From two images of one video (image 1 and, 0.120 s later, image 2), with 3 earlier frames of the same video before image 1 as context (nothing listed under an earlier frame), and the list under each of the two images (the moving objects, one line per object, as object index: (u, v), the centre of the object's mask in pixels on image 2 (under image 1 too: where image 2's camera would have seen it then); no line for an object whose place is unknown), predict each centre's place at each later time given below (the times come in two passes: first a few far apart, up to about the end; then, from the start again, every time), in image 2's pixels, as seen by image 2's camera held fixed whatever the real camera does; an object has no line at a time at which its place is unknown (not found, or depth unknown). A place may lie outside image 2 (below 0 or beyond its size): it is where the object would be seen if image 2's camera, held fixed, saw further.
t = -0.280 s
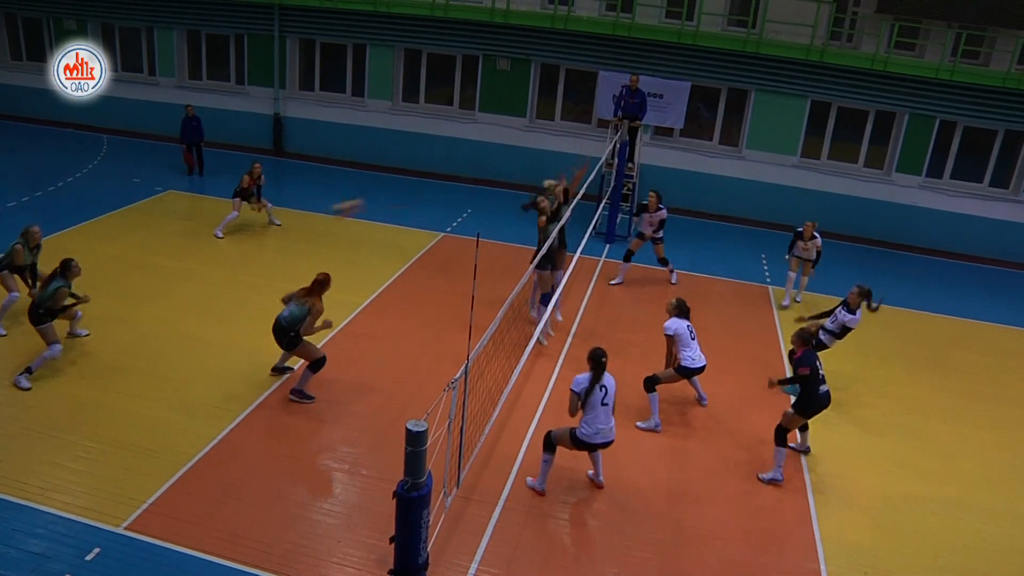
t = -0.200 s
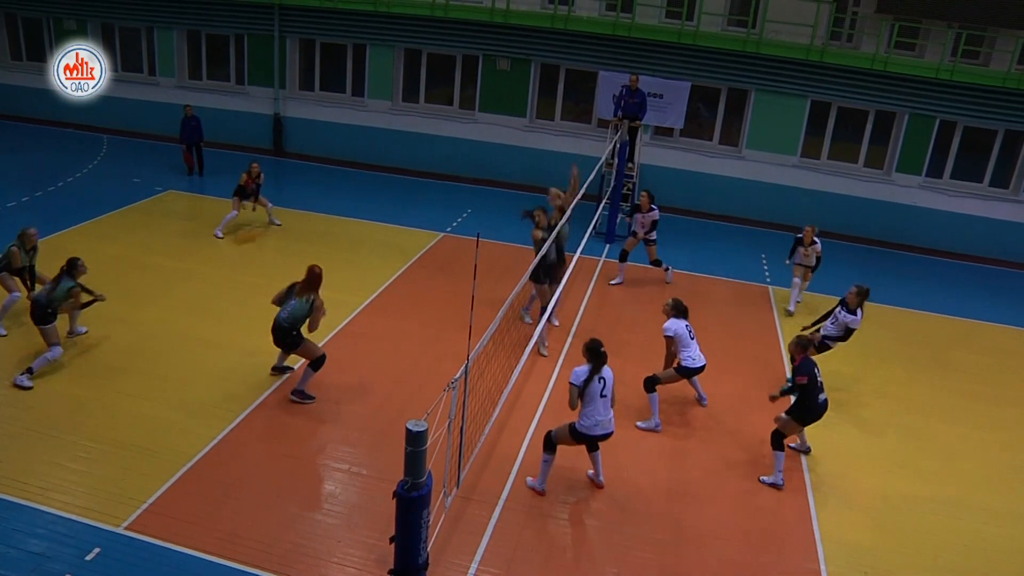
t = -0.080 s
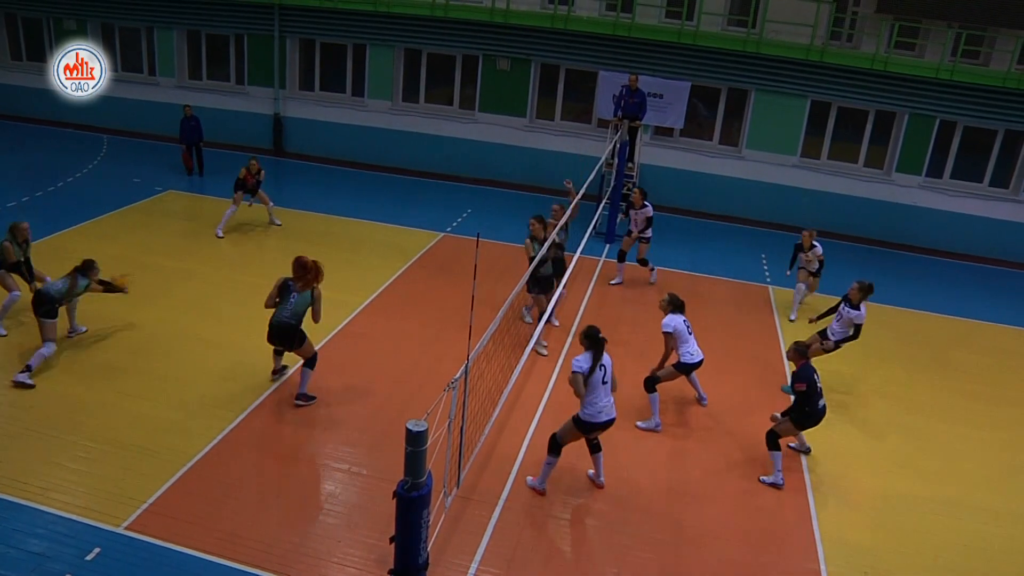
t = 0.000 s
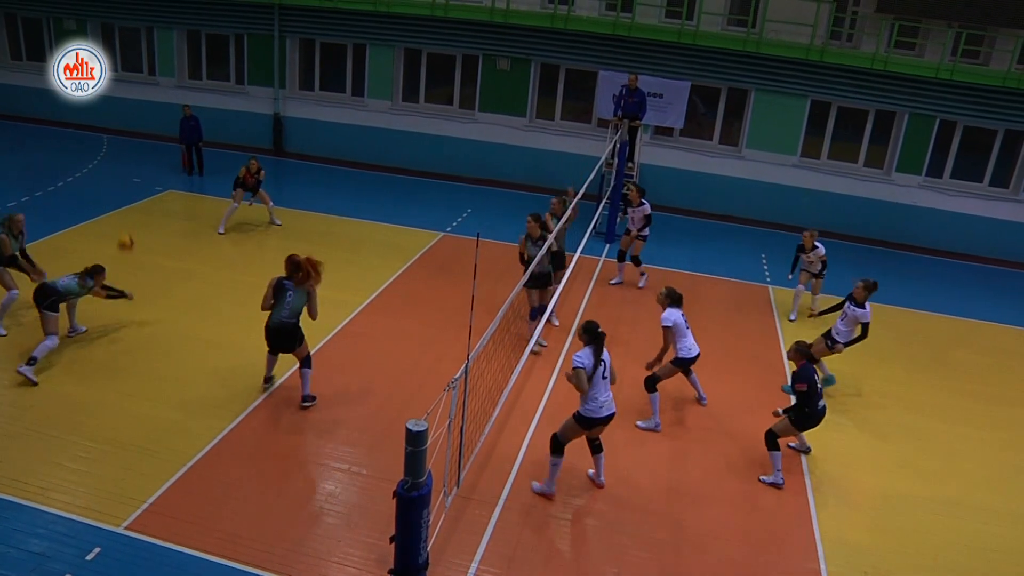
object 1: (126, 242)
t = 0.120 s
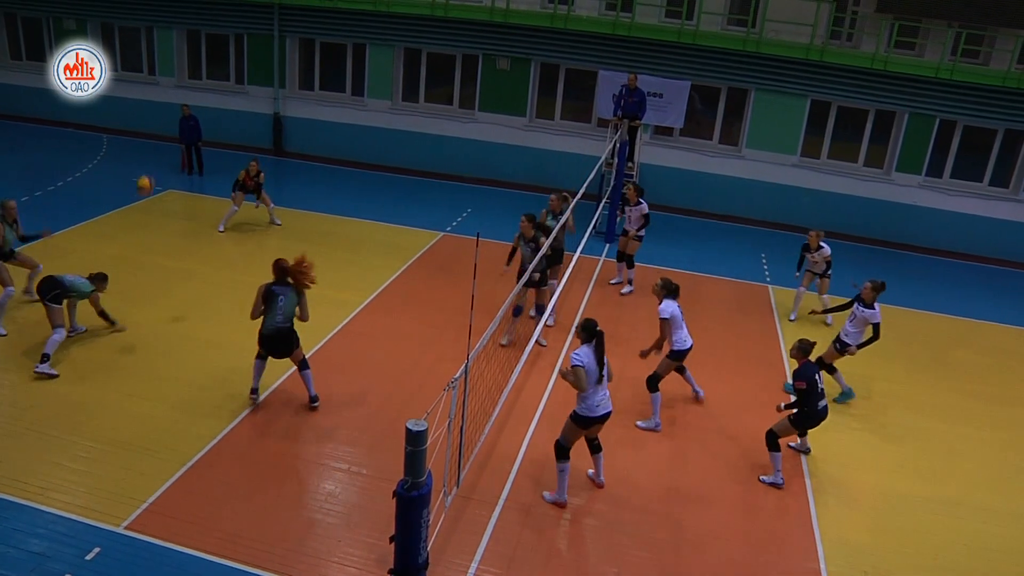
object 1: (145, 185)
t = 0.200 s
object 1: (159, 153)
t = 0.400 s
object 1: (193, 91)
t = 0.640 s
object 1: (237, 60)
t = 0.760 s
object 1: (260, 63)
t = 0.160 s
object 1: (152, 169)
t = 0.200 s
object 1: (159, 153)
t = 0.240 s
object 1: (164, 139)
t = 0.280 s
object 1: (172, 125)
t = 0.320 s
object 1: (178, 111)
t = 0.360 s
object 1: (186, 101)
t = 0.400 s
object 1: (193, 91)
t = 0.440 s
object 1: (200, 81)
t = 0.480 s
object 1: (207, 75)
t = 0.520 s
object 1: (215, 70)
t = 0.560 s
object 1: (222, 64)
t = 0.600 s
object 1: (229, 61)
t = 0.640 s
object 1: (237, 60)
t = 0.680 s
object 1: (245, 60)
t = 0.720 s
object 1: (252, 61)
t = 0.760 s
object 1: (260, 63)
